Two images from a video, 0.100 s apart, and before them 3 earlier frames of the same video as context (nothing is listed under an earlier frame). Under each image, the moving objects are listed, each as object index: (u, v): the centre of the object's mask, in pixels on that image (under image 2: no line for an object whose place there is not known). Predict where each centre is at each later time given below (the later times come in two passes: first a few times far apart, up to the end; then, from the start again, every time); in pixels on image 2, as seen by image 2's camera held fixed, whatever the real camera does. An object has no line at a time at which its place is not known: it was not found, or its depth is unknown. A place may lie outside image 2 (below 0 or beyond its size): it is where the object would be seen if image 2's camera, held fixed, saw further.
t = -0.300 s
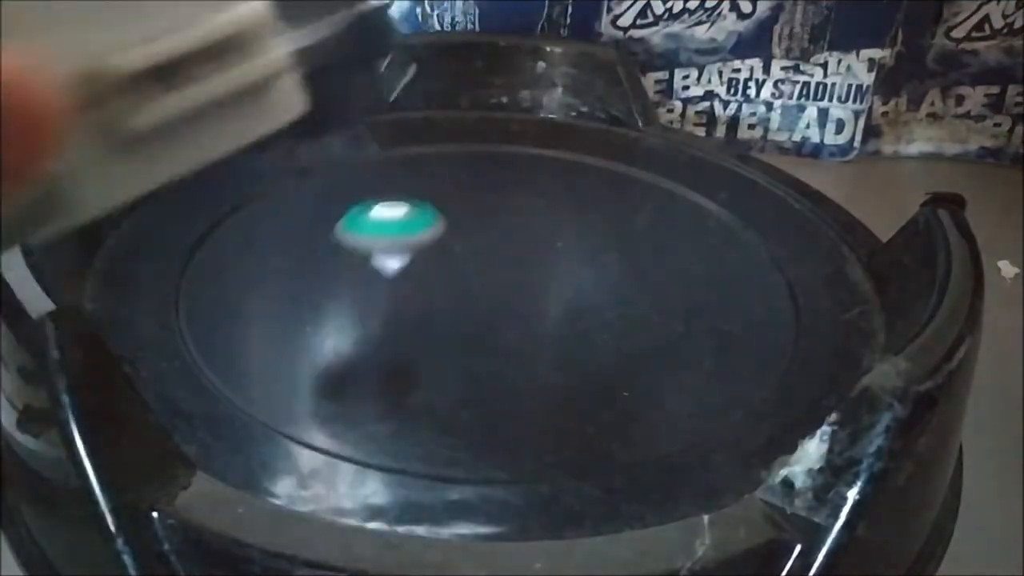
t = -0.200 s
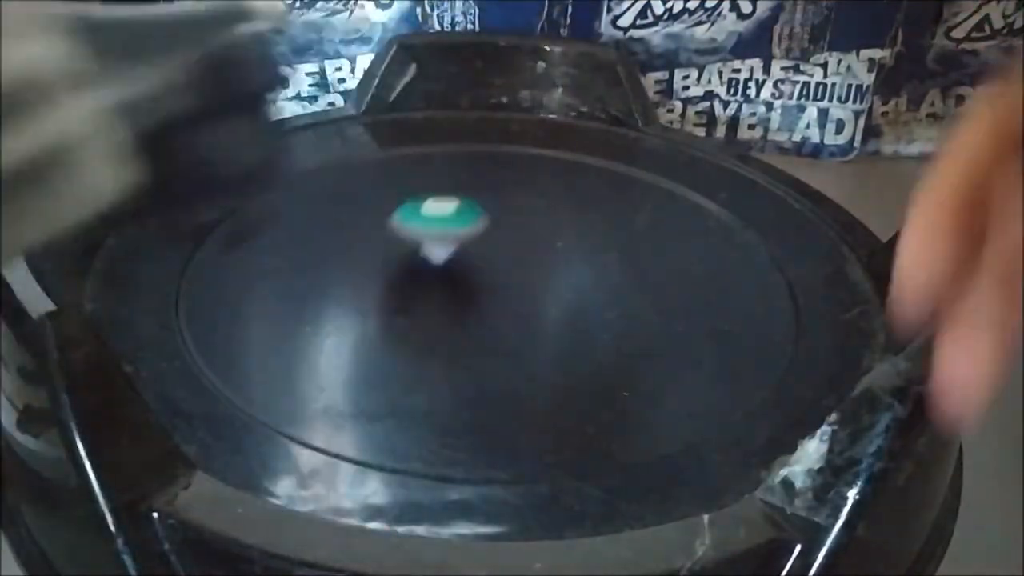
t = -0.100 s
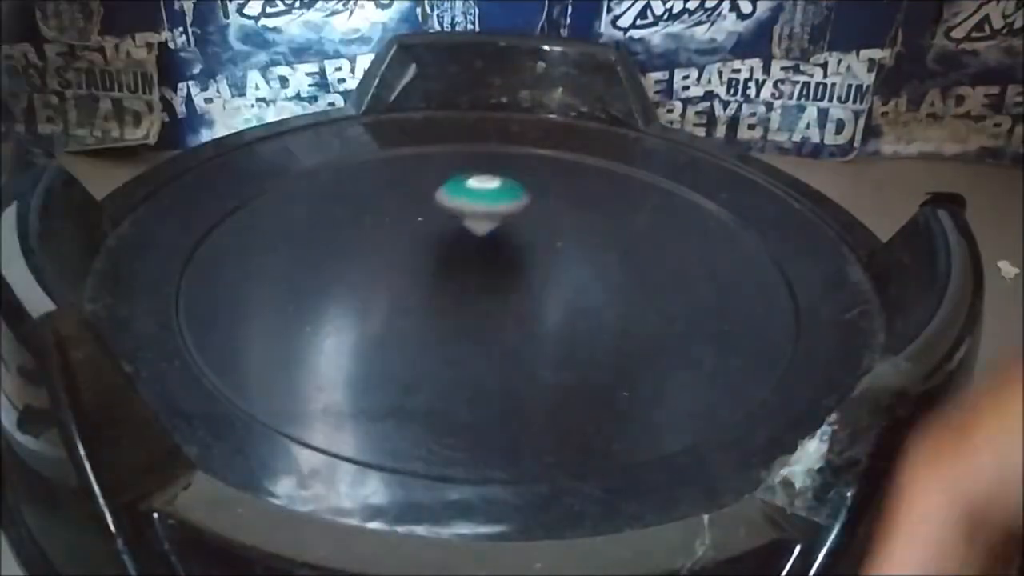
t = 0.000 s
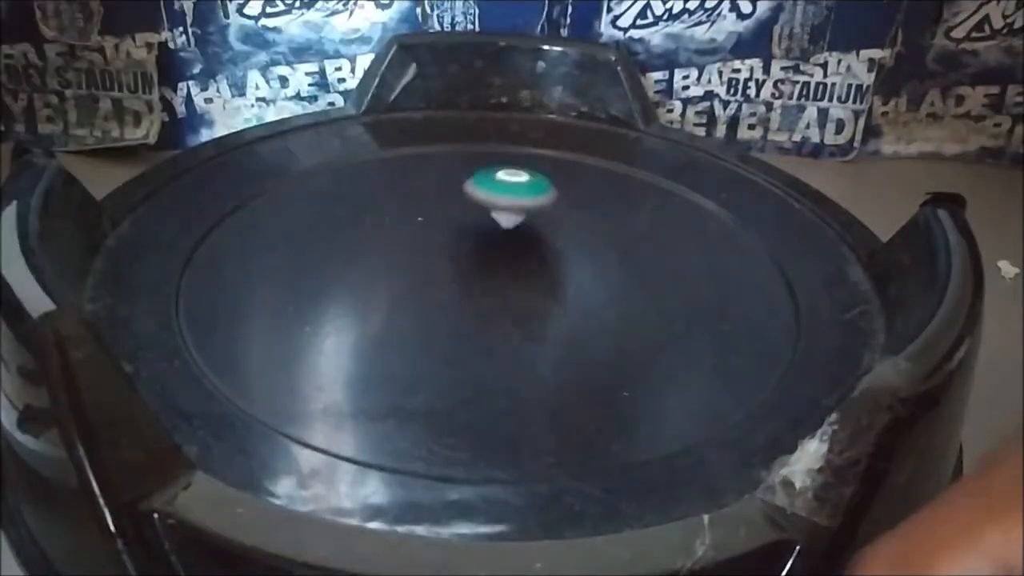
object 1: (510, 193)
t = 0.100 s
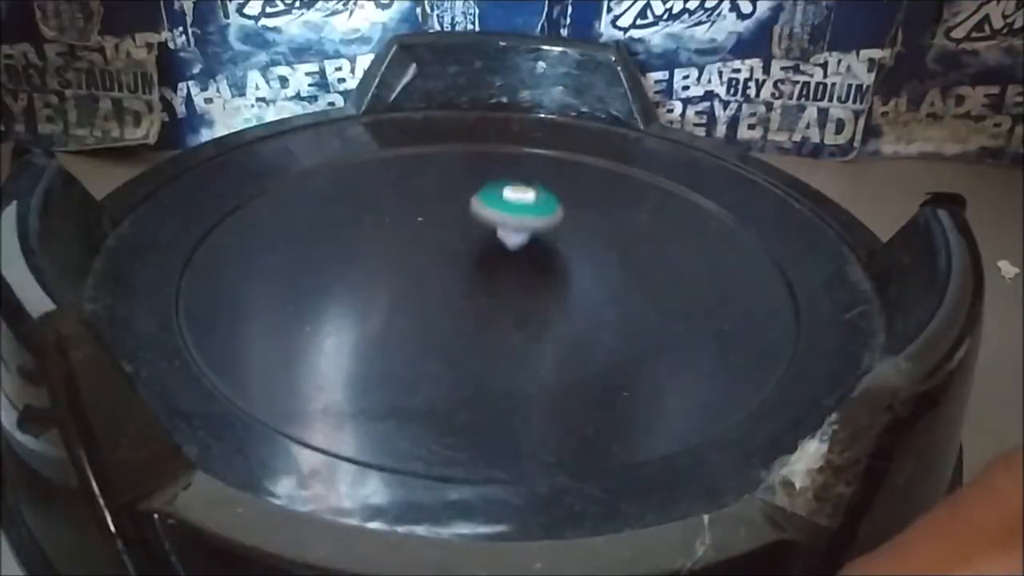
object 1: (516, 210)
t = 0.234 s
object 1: (486, 240)
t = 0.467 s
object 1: (411, 259)
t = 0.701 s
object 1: (382, 275)
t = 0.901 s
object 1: (410, 282)
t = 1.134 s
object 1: (437, 249)
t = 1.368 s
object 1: (407, 229)
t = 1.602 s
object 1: (421, 250)
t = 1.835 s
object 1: (487, 235)
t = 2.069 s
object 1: (462, 214)
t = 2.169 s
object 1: (452, 225)
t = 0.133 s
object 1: (513, 220)
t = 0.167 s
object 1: (507, 228)
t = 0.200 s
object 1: (498, 234)
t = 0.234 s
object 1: (486, 240)
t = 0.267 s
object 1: (472, 244)
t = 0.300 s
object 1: (457, 249)
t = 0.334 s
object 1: (444, 252)
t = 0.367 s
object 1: (433, 254)
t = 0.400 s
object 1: (424, 256)
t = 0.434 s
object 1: (417, 257)
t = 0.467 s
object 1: (411, 259)
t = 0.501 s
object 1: (405, 261)
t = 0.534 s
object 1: (399, 263)
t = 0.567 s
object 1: (393, 265)
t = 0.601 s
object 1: (389, 268)
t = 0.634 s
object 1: (385, 270)
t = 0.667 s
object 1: (382, 273)
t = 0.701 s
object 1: (382, 275)
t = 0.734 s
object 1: (383, 278)
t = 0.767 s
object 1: (386, 281)
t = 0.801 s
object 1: (390, 283)
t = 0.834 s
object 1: (395, 284)
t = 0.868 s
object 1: (402, 284)
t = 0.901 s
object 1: (410, 282)
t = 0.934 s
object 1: (418, 279)
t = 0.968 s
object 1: (424, 276)
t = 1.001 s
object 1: (427, 274)
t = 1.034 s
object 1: (432, 268)
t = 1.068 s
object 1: (436, 260)
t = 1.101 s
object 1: (437, 258)
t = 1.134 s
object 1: (437, 249)
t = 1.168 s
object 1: (436, 247)
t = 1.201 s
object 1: (432, 240)
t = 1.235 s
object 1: (430, 237)
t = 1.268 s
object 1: (423, 232)
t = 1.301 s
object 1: (417, 230)
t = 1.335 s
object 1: (412, 229)
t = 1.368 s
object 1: (407, 229)
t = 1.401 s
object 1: (403, 230)
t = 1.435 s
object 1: (400, 232)
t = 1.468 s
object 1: (399, 236)
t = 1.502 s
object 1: (400, 239)
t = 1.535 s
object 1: (404, 243)
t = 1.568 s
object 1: (411, 247)
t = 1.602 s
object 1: (421, 250)
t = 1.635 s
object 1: (432, 251)
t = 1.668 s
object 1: (444, 252)
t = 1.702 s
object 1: (456, 251)
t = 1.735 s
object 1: (466, 248)
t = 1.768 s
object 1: (475, 245)
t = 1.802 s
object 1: (482, 240)
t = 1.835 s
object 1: (487, 235)
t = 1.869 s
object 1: (490, 230)
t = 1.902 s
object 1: (490, 225)
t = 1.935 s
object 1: (487, 220)
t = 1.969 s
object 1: (483, 216)
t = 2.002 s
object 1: (476, 214)
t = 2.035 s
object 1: (469, 213)
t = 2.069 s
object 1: (462, 214)
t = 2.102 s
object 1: (457, 216)
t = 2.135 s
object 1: (453, 220)
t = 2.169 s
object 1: (452, 225)
